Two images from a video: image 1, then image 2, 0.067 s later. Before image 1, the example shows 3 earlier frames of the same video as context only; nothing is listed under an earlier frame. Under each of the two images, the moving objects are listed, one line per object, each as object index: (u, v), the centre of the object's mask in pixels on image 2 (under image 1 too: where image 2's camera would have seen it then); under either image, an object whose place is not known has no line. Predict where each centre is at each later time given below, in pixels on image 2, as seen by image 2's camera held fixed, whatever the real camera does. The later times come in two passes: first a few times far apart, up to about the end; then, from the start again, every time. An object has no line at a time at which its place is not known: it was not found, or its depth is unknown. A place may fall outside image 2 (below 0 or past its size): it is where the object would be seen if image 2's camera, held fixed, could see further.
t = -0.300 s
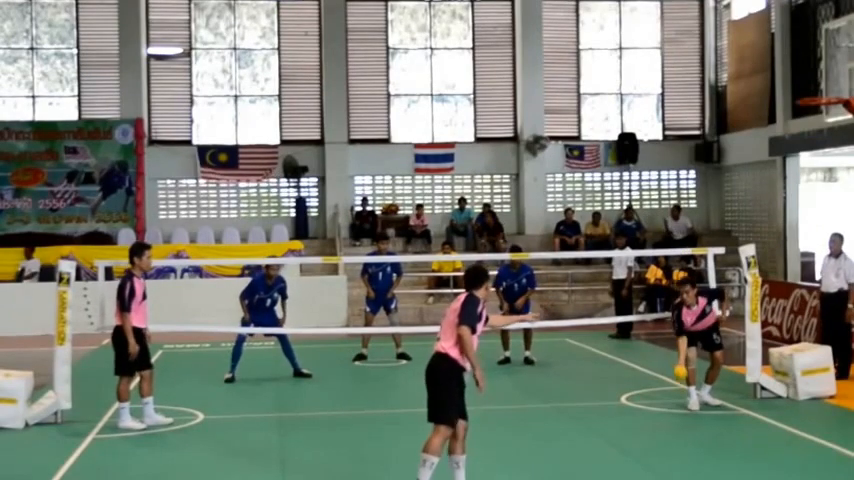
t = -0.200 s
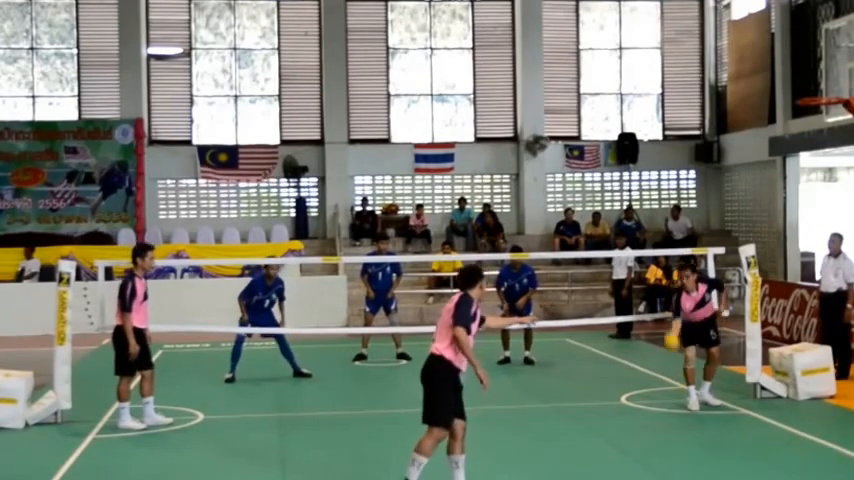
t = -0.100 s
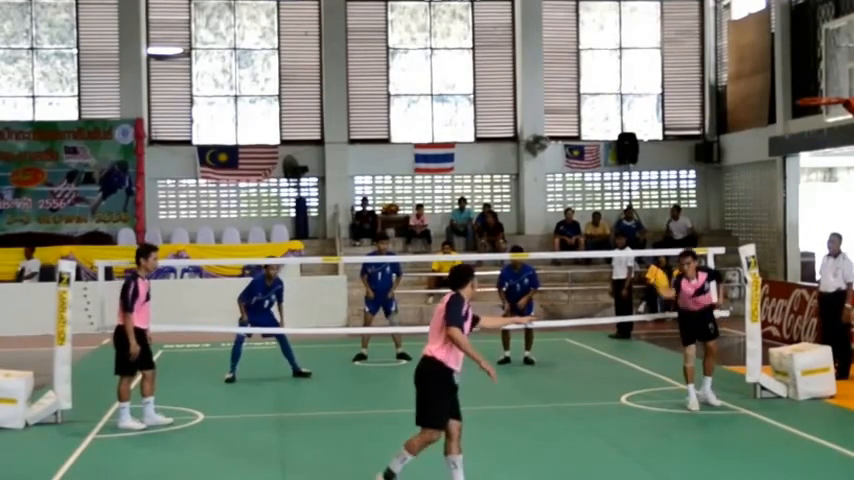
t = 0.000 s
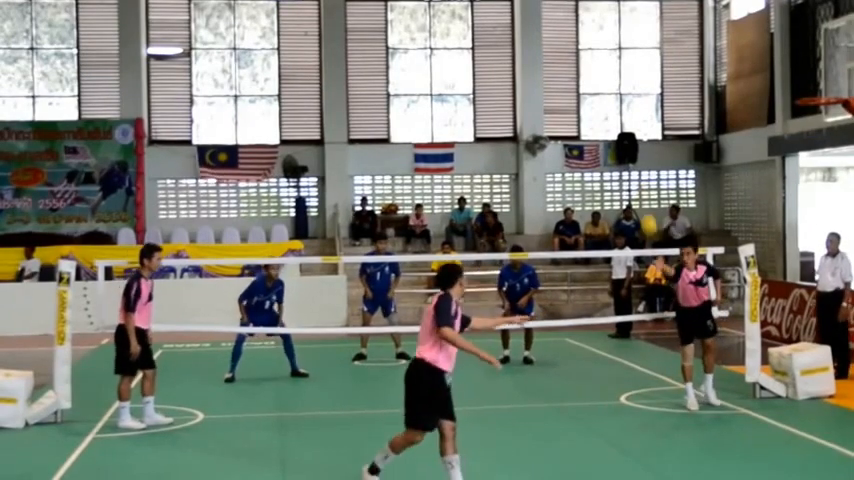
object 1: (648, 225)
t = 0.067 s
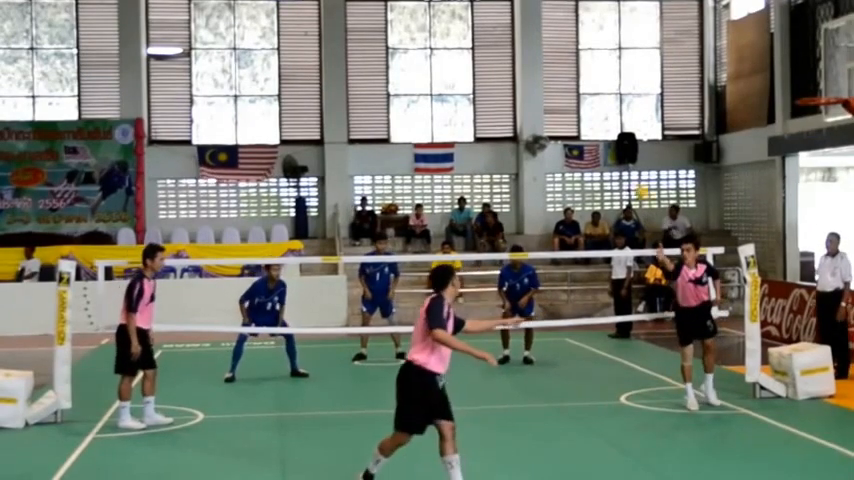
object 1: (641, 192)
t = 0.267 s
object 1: (616, 117)
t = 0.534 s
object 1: (581, 80)
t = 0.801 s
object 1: (544, 136)
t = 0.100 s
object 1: (635, 173)
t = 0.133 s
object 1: (632, 161)
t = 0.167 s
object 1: (629, 149)
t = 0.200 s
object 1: (625, 139)
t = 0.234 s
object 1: (621, 127)
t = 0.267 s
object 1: (616, 117)
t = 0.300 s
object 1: (613, 106)
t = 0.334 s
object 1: (608, 100)
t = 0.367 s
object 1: (604, 94)
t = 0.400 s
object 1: (599, 89)
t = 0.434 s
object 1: (595, 85)
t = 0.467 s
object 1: (591, 82)
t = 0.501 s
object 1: (585, 81)
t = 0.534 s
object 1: (581, 80)
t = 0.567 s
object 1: (577, 82)
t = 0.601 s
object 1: (573, 85)
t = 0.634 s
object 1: (569, 89)
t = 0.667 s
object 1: (564, 95)
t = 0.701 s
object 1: (559, 103)
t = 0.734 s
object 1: (554, 112)
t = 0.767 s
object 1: (549, 122)
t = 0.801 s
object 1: (544, 136)
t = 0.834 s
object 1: (539, 148)
